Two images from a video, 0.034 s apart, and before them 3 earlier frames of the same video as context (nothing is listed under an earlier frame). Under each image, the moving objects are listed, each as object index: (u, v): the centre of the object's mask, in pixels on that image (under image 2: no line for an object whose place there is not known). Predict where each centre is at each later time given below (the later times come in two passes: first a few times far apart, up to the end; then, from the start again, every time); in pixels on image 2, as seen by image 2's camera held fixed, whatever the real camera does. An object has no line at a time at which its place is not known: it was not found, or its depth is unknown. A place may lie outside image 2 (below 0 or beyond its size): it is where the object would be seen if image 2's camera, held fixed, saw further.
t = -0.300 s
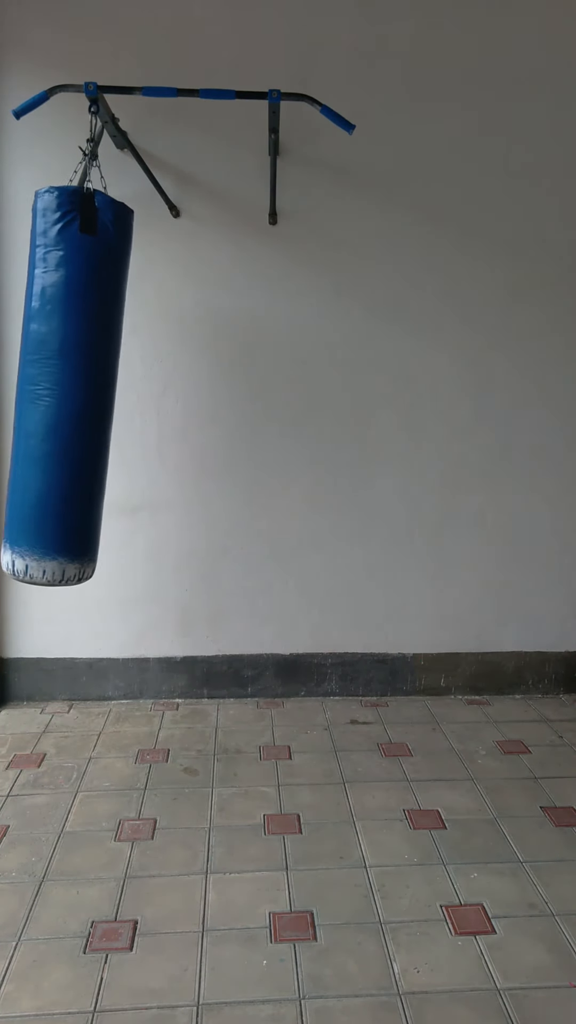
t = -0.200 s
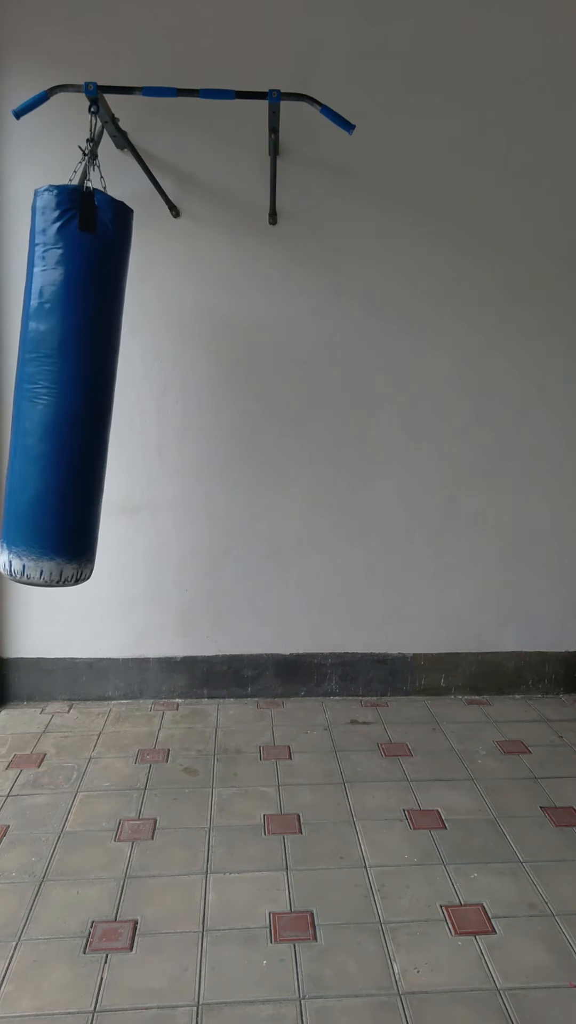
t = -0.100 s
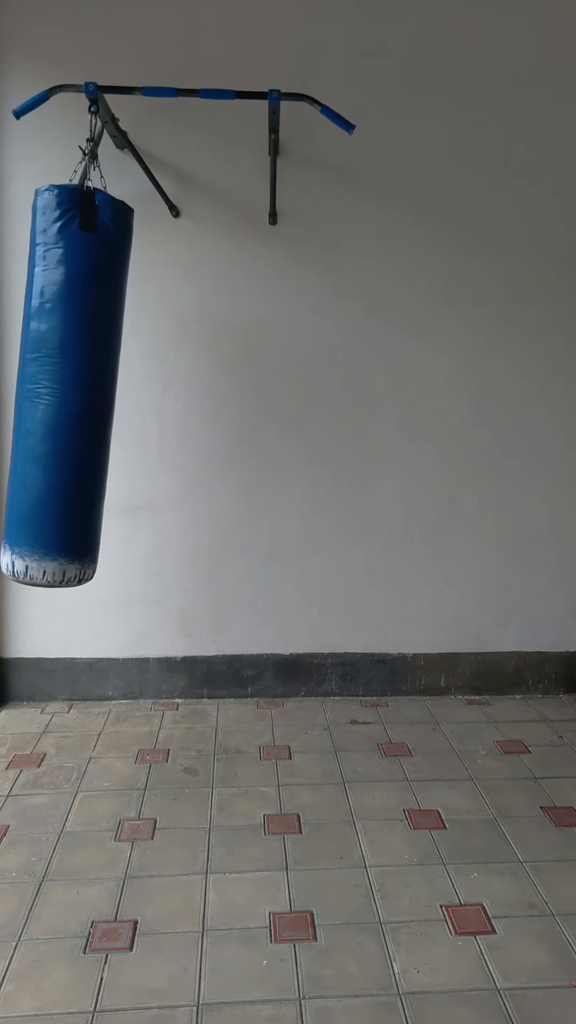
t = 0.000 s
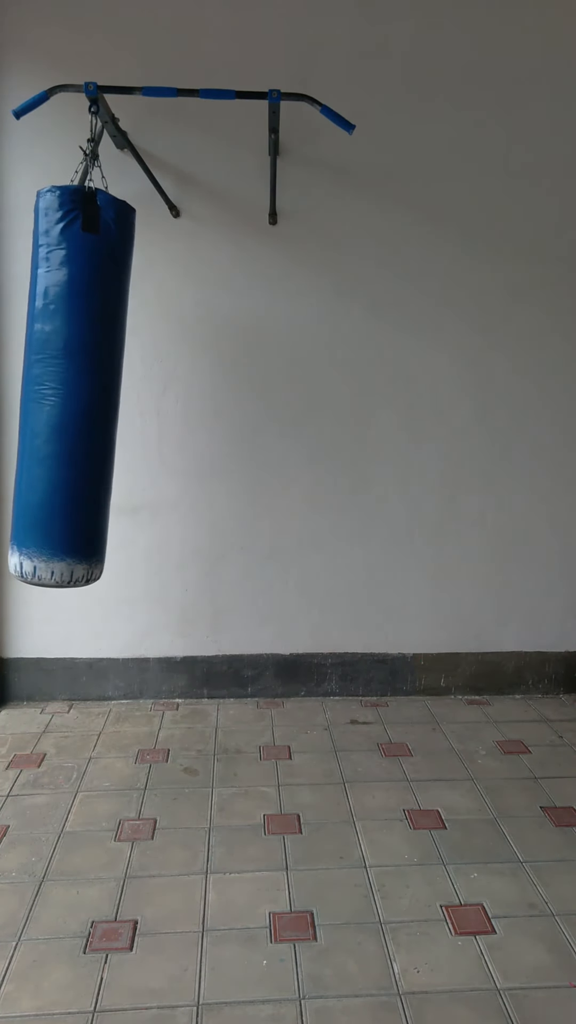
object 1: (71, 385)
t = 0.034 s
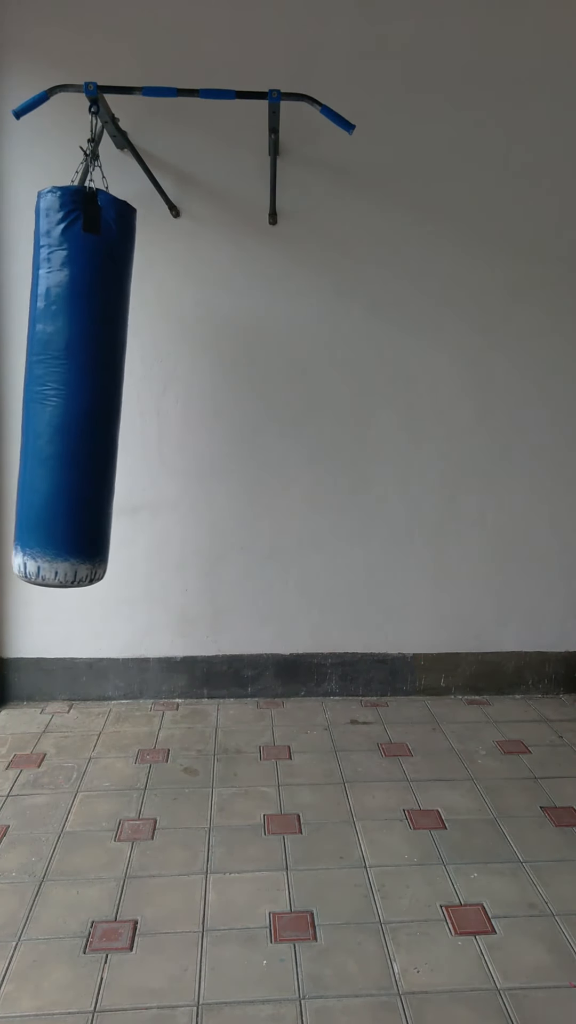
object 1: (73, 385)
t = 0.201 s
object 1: (87, 385)
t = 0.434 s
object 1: (109, 383)
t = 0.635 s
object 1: (124, 379)
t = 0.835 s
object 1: (130, 376)
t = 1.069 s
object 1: (124, 376)
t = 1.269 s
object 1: (111, 379)
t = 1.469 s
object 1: (93, 383)
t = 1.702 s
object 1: (73, 385)
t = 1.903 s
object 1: (66, 385)
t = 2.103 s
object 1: (70, 385)
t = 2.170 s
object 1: (74, 385)
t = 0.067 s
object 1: (75, 385)
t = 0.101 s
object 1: (78, 386)
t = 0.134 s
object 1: (81, 385)
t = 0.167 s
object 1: (84, 385)
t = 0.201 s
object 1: (87, 385)
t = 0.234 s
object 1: (90, 385)
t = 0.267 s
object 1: (94, 385)
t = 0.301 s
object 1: (97, 385)
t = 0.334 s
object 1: (100, 384)
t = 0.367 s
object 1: (103, 384)
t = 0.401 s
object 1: (106, 383)
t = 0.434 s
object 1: (109, 383)
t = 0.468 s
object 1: (112, 382)
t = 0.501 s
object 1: (115, 382)
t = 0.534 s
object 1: (117, 381)
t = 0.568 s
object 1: (120, 380)
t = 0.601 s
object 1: (122, 380)
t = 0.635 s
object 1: (124, 379)
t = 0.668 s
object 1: (125, 378)
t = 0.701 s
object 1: (127, 378)
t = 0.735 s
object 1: (128, 377)
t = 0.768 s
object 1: (129, 377)
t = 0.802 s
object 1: (129, 376)
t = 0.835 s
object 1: (130, 376)
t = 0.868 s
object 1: (130, 376)
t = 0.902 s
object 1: (129, 375)
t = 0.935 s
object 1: (129, 375)
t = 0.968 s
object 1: (128, 376)
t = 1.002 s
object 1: (127, 376)
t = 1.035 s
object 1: (126, 376)
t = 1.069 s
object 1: (124, 376)
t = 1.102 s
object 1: (123, 376)
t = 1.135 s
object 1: (121, 377)
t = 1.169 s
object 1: (118, 377)
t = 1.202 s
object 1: (116, 378)
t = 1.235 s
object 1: (114, 379)
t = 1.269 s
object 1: (111, 379)
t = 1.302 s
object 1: (108, 380)
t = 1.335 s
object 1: (105, 380)
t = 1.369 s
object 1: (102, 381)
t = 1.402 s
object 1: (99, 382)
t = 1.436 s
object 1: (96, 382)
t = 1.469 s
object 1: (93, 383)
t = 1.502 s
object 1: (90, 383)
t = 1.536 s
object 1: (87, 383)
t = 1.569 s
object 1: (84, 384)
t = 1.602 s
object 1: (81, 384)
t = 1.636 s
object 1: (78, 384)
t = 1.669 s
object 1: (76, 385)
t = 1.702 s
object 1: (73, 385)
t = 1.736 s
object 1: (71, 385)
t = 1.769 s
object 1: (70, 385)
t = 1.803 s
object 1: (68, 385)
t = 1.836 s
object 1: (67, 385)
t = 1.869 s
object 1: (66, 385)
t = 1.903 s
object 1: (66, 385)
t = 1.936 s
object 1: (66, 385)
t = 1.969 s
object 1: (66, 385)
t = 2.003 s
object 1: (66, 385)
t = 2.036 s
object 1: (67, 385)
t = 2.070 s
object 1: (68, 385)
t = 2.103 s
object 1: (70, 385)
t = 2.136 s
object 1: (72, 386)
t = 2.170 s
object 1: (74, 385)
